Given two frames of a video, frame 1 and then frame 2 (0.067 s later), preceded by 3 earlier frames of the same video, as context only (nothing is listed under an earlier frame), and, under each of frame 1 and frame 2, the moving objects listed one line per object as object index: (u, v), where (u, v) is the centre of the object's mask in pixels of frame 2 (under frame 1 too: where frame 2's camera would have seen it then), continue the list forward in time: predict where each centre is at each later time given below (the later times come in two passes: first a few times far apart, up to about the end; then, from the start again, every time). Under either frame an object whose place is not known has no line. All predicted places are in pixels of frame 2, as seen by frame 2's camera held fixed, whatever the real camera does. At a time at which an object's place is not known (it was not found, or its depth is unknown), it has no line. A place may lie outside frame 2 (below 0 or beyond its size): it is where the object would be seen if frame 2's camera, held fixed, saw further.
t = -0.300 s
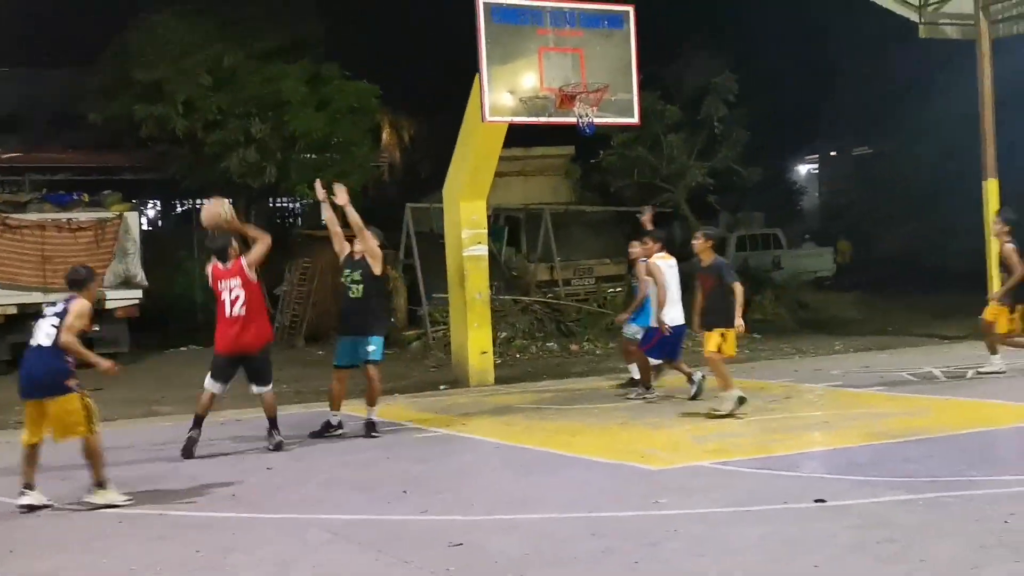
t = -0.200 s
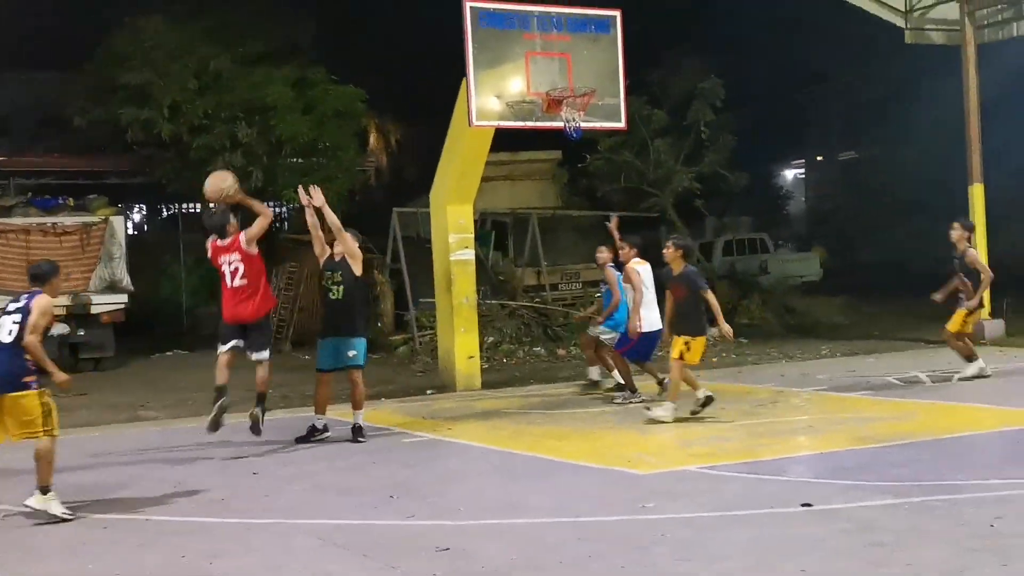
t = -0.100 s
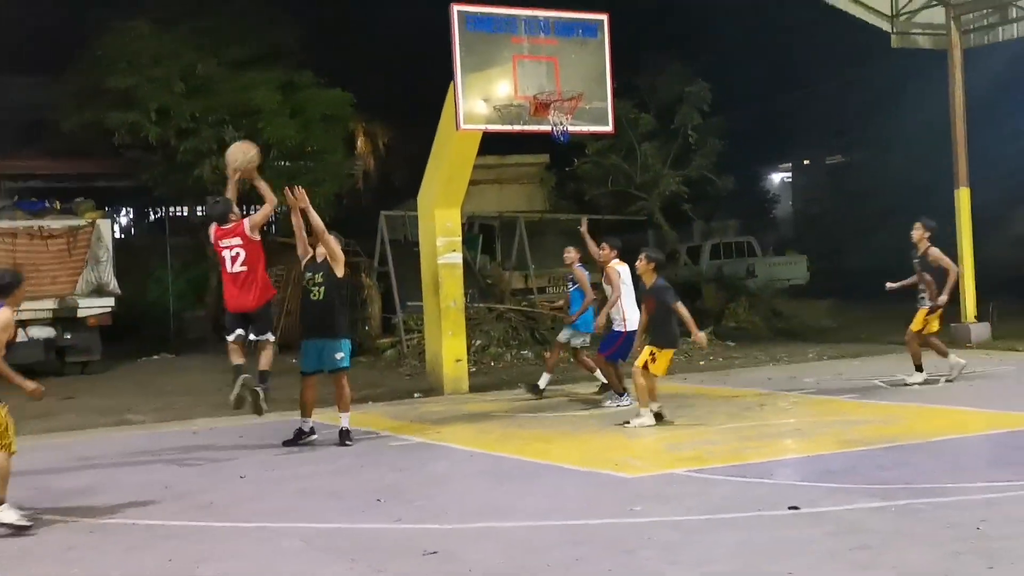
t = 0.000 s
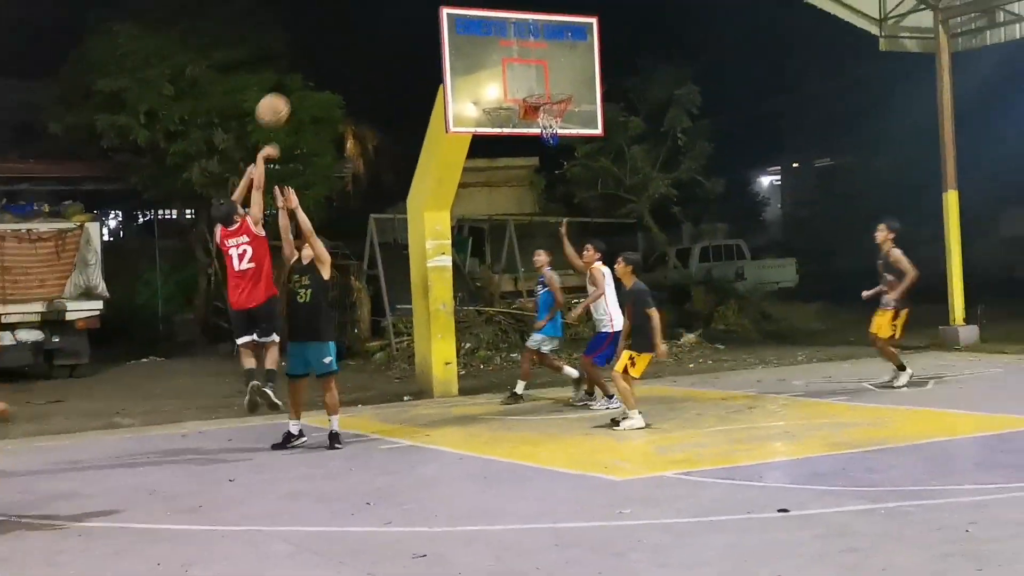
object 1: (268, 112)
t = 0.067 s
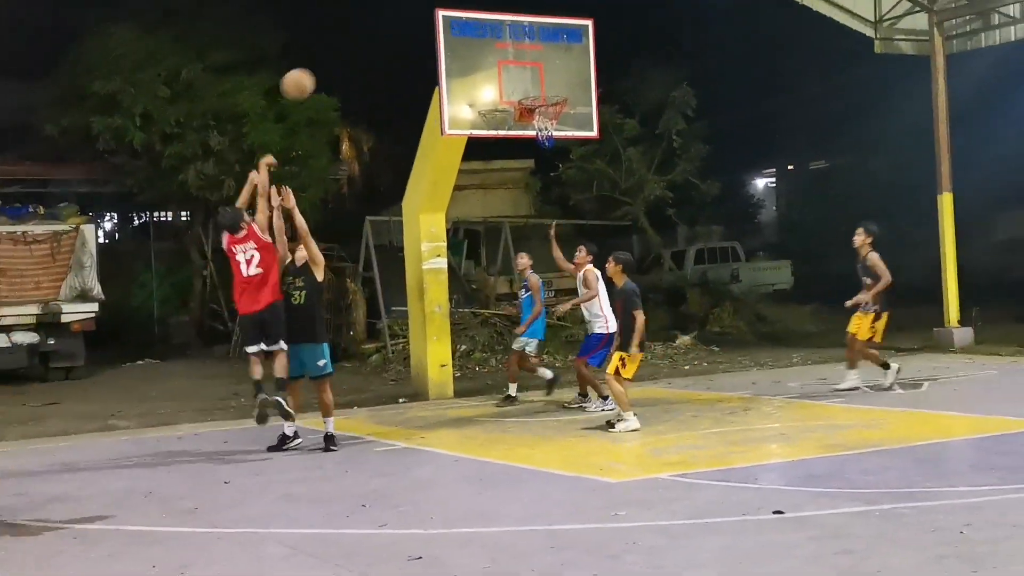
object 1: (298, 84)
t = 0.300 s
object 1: (393, 36)
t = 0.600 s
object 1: (501, 68)
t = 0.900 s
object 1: (580, 76)
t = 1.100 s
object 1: (624, 85)
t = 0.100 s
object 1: (312, 73)
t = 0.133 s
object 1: (326, 63)
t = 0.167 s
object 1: (340, 55)
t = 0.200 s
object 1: (353, 48)
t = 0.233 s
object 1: (367, 43)
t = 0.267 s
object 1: (380, 38)
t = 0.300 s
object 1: (393, 36)
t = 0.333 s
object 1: (406, 35)
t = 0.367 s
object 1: (418, 35)
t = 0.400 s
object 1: (429, 36)
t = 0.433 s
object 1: (442, 38)
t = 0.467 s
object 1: (456, 42)
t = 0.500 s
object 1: (468, 47)
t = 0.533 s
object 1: (478, 52)
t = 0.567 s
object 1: (489, 59)
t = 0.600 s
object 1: (501, 68)
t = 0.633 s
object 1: (510, 78)
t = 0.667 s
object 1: (521, 89)
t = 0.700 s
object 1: (534, 97)
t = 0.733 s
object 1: (544, 96)
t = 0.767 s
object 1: (555, 90)
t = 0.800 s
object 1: (562, 86)
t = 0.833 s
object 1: (568, 83)
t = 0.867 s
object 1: (575, 79)
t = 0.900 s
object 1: (580, 76)
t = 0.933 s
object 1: (588, 75)
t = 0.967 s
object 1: (596, 75)
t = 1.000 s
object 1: (603, 75)
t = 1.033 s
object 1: (609, 78)
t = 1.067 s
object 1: (616, 81)
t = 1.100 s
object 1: (624, 85)
